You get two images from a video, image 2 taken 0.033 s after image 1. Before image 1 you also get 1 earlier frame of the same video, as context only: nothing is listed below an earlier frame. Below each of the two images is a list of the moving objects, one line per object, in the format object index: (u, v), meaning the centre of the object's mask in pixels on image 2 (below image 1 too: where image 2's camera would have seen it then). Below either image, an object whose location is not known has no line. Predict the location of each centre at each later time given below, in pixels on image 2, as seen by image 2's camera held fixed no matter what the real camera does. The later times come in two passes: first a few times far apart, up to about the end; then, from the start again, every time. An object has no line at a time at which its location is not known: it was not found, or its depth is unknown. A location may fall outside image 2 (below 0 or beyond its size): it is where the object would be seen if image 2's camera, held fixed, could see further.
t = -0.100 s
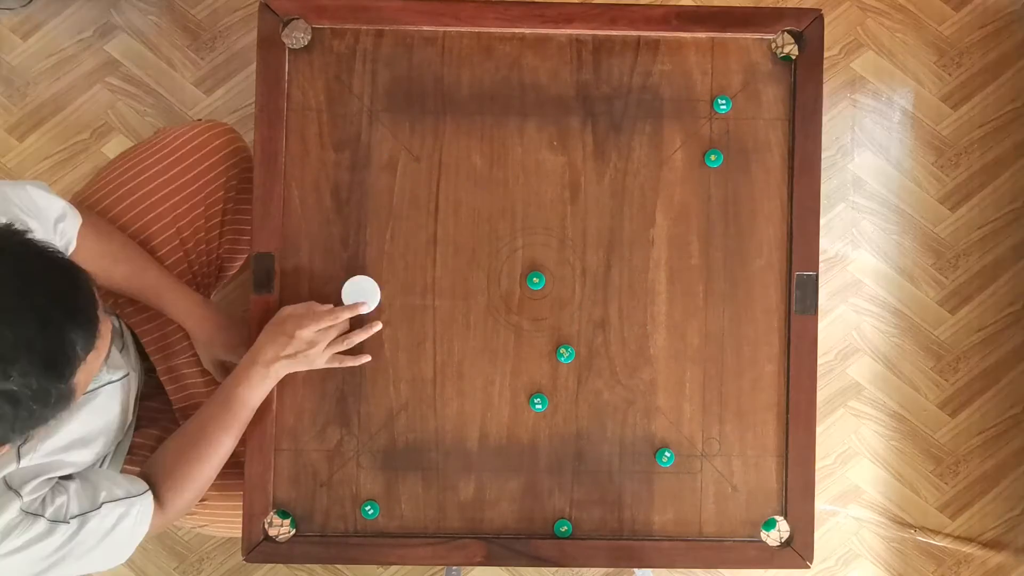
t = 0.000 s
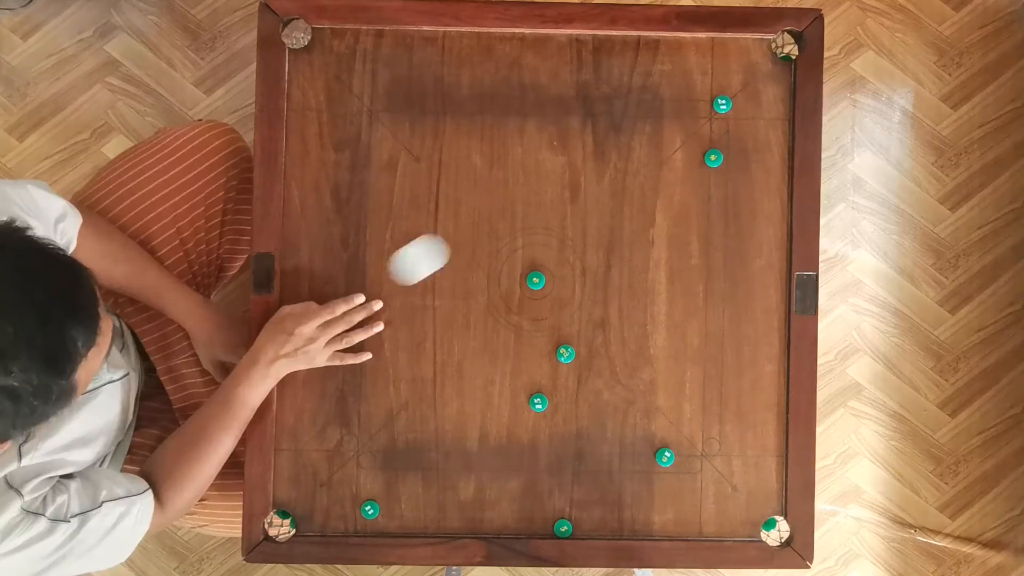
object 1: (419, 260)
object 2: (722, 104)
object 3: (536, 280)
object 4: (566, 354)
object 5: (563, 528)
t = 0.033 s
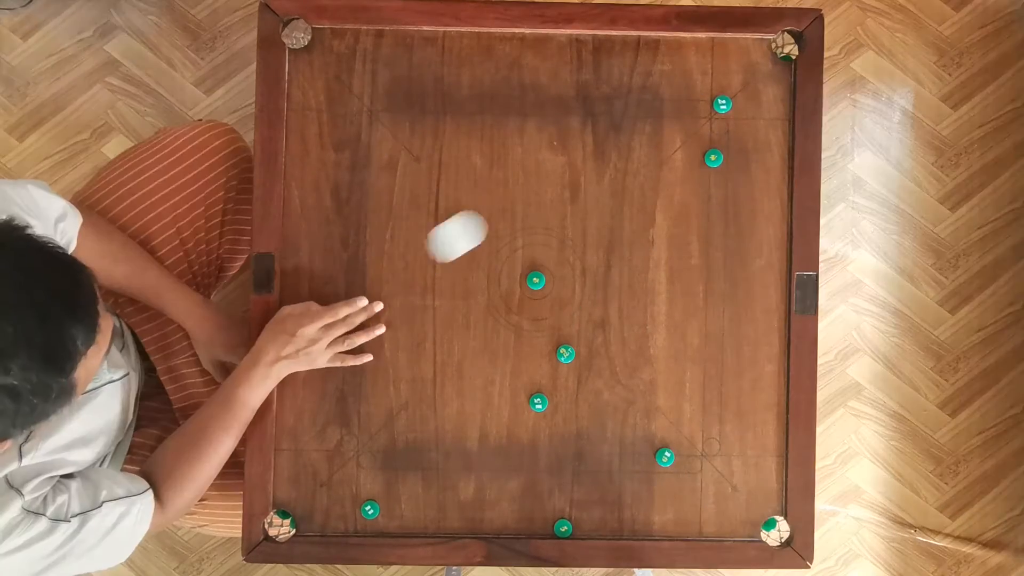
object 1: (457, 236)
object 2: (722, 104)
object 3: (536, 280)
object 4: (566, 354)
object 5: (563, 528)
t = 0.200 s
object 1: (642, 124)
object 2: (722, 104)
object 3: (536, 280)
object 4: (566, 354)
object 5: (563, 528)
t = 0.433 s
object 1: (733, 124)
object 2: (717, 160)
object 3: (536, 281)
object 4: (566, 354)
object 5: (563, 528)
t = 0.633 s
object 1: (658, 175)
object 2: (592, 347)
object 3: (536, 280)
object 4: (565, 354)
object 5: (563, 528)
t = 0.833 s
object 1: (590, 226)
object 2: (541, 509)
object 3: (478, 307)
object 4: (489, 348)
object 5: (569, 524)
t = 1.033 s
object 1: (527, 278)
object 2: (438, 480)
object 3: (386, 352)
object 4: (415, 344)
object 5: (614, 500)
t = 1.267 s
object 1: (461, 339)
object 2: (327, 458)
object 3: (288, 404)
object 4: (341, 344)
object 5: (659, 482)
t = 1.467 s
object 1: (409, 391)
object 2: (312, 436)
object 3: (334, 436)
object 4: (288, 348)
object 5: (692, 472)
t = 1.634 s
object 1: (372, 430)
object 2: (339, 424)
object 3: (384, 478)
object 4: (310, 354)
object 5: (715, 469)
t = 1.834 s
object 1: (352, 467)
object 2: (311, 399)
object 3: (419, 488)
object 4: (333, 363)
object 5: (735, 468)
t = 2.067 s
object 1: (334, 510)
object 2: (291, 377)
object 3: (455, 414)
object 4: (351, 376)
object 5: (749, 472)
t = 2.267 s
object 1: (318, 496)
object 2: (302, 371)
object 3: (484, 361)
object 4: (358, 384)
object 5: (751, 475)
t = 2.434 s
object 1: (304, 481)
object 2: (305, 371)
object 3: (506, 324)
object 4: (360, 387)
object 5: (751, 475)
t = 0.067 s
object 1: (494, 214)
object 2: (722, 104)
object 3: (536, 280)
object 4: (566, 354)
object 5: (563, 528)
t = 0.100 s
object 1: (531, 191)
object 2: (722, 104)
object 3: (536, 280)
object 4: (566, 354)
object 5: (563, 528)
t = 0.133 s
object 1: (568, 168)
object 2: (722, 104)
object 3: (536, 280)
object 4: (565, 354)
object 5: (563, 528)
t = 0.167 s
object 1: (605, 146)
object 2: (722, 104)
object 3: (536, 280)
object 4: (565, 354)
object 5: (563, 528)
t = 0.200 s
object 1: (642, 124)
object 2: (722, 104)
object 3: (536, 280)
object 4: (566, 354)
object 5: (563, 528)
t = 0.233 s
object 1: (678, 102)
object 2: (722, 104)
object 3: (536, 280)
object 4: (565, 354)
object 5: (563, 528)
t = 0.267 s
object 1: (711, 79)
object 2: (737, 112)
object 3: (536, 280)
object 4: (566, 354)
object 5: (563, 528)
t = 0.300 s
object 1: (740, 60)
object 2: (767, 126)
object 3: (536, 280)
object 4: (566, 354)
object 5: (563, 528)
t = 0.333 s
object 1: (764, 75)
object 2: (773, 138)
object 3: (536, 281)
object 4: (566, 354)
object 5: (563, 528)
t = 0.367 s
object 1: (765, 93)
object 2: (751, 143)
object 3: (536, 281)
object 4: (566, 354)
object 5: (563, 528)
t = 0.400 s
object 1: (748, 111)
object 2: (730, 147)
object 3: (536, 281)
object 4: (566, 354)
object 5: (563, 528)
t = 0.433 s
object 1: (733, 124)
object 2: (717, 160)
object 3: (536, 281)
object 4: (566, 354)
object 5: (563, 528)
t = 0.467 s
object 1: (720, 133)
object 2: (696, 192)
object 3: (536, 281)
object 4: (566, 354)
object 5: (563, 528)
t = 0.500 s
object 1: (707, 141)
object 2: (674, 223)
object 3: (536, 281)
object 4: (566, 354)
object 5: (563, 528)
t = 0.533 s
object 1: (694, 150)
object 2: (653, 255)
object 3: (536, 281)
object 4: (566, 354)
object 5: (563, 528)
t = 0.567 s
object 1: (682, 159)
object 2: (632, 286)
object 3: (536, 281)
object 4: (566, 354)
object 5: (563, 528)
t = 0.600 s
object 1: (670, 167)
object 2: (611, 317)
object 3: (536, 280)
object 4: (566, 354)
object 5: (563, 528)
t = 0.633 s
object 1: (658, 175)
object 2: (592, 347)
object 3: (536, 280)
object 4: (565, 354)
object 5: (563, 528)
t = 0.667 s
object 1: (646, 184)
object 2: (580, 380)
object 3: (536, 281)
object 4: (557, 353)
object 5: (563, 528)
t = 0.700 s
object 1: (634, 192)
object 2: (574, 412)
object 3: (536, 280)
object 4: (543, 352)
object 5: (563, 528)
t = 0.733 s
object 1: (623, 201)
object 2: (568, 445)
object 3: (528, 285)
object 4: (529, 351)
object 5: (563, 528)
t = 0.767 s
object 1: (612, 209)
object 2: (562, 477)
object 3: (510, 292)
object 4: (515, 349)
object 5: (563, 528)
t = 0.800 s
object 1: (601, 218)
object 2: (556, 507)
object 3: (494, 300)
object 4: (501, 349)
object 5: (563, 528)
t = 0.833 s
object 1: (590, 226)
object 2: (541, 509)
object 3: (478, 307)
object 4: (489, 348)
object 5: (569, 524)
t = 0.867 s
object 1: (579, 235)
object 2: (523, 503)
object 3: (462, 315)
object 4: (476, 347)
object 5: (578, 519)
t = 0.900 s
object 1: (568, 244)
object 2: (506, 499)
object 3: (447, 322)
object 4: (463, 346)
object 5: (585, 515)
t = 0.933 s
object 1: (558, 252)
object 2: (488, 494)
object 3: (431, 330)
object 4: (451, 346)
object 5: (592, 511)
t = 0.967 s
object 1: (547, 261)
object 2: (471, 489)
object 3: (415, 337)
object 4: (439, 345)
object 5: (599, 507)
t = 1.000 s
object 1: (537, 269)
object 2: (455, 485)
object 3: (401, 345)
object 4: (427, 345)
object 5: (607, 503)
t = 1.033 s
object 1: (527, 278)
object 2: (438, 480)
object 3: (386, 352)
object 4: (415, 344)
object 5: (614, 500)
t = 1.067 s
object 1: (517, 287)
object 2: (421, 477)
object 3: (370, 360)
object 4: (404, 344)
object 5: (620, 496)
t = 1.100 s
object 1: (507, 295)
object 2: (405, 473)
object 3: (356, 368)
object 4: (393, 344)
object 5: (627, 493)
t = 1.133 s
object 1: (498, 304)
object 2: (388, 470)
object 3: (342, 376)
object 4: (382, 344)
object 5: (634, 491)
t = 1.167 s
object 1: (488, 313)
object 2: (373, 467)
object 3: (327, 383)
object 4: (371, 344)
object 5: (641, 488)
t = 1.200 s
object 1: (478, 322)
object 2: (357, 463)
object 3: (315, 390)
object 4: (360, 344)
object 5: (647, 486)
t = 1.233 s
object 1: (469, 330)
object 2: (341, 460)
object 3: (301, 397)
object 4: (351, 344)
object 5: (653, 484)
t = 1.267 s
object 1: (461, 339)
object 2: (327, 458)
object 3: (288, 404)
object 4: (341, 344)
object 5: (659, 482)
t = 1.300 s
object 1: (452, 348)
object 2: (311, 455)
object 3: (290, 410)
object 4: (332, 344)
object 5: (665, 480)
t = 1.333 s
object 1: (443, 356)
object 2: (297, 452)
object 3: (299, 415)
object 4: (322, 345)
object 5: (671, 478)
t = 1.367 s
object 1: (434, 365)
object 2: (284, 449)
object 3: (307, 421)
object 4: (314, 346)
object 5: (676, 476)
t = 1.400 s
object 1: (426, 374)
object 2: (294, 444)
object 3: (315, 426)
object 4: (305, 346)
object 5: (682, 475)
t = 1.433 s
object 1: (418, 383)
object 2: (304, 440)
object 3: (323, 431)
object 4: (296, 347)
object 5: (687, 473)
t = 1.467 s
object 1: (409, 391)
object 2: (312, 436)
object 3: (334, 436)
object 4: (288, 348)
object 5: (692, 472)
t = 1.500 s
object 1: (401, 400)
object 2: (318, 433)
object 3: (346, 439)
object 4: (290, 348)
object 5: (697, 471)
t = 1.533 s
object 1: (393, 409)
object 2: (324, 430)
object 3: (358, 443)
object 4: (296, 350)
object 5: (702, 470)
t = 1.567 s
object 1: (385, 417)
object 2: (329, 428)
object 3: (369, 447)
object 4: (300, 351)
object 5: (706, 470)
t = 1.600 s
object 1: (379, 424)
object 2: (334, 426)
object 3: (378, 460)
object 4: (305, 352)
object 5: (711, 469)
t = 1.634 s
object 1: (372, 430)
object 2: (339, 424)
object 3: (384, 478)
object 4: (310, 354)
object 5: (715, 469)
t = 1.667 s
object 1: (367, 435)
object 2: (340, 421)
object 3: (391, 496)
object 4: (314, 355)
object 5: (719, 468)
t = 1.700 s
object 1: (364, 442)
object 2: (334, 416)
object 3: (397, 514)
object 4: (319, 357)
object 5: (722, 468)
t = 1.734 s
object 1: (361, 448)
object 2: (328, 411)
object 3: (403, 523)
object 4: (322, 358)
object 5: (726, 468)
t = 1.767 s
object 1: (357, 454)
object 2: (322, 407)
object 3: (408, 511)
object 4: (326, 360)
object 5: (730, 468)
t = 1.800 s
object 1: (354, 461)
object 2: (317, 402)
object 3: (414, 500)
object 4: (330, 361)
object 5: (732, 468)
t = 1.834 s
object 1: (352, 467)
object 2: (311, 399)
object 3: (419, 488)
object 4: (333, 363)
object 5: (735, 468)
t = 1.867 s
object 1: (349, 473)
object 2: (306, 394)
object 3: (424, 476)
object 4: (337, 365)
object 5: (738, 469)
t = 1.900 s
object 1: (346, 480)
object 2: (300, 391)
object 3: (430, 465)
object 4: (339, 367)
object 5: (740, 469)
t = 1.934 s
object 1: (344, 486)
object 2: (296, 387)
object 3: (435, 454)
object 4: (342, 369)
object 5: (743, 470)
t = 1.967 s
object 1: (341, 492)
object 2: (291, 384)
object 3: (440, 444)
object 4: (345, 370)
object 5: (745, 471)
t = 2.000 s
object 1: (339, 498)
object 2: (285, 381)
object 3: (445, 434)
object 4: (347, 372)
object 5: (746, 471)
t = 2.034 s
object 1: (337, 504)
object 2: (287, 379)
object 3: (450, 424)
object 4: (349, 374)
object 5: (748, 472)
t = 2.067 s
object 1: (334, 510)
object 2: (291, 377)
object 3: (455, 414)
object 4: (351, 376)
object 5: (749, 472)
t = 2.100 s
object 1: (332, 515)
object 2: (294, 376)
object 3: (460, 404)
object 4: (353, 377)
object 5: (750, 473)
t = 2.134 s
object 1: (329, 511)
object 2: (296, 374)
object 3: (465, 395)
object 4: (354, 379)
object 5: (750, 474)
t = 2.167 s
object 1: (326, 507)
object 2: (298, 373)
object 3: (470, 387)
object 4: (355, 380)
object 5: (751, 474)
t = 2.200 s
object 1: (323, 503)
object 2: (300, 372)
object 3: (475, 378)
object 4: (356, 382)
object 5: (751, 474)
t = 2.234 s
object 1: (320, 499)
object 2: (301, 372)
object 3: (480, 369)
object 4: (357, 383)
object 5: (751, 475)
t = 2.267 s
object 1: (318, 496)
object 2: (302, 371)
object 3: (484, 361)
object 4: (358, 384)
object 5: (751, 475)
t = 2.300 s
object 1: (315, 492)
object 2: (303, 371)
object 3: (489, 354)
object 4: (359, 385)
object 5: (751, 475)
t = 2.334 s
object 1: (312, 489)
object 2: (304, 371)
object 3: (493, 346)
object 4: (359, 385)
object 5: (751, 475)
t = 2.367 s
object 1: (309, 486)
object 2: (305, 371)
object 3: (498, 339)
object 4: (360, 386)
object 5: (751, 475)
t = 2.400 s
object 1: (306, 484)
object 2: (305, 371)
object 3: (502, 331)
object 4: (360, 386)
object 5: (751, 475)
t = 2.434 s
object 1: (304, 481)
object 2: (305, 371)
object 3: (506, 324)
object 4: (360, 387)
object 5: (751, 475)
